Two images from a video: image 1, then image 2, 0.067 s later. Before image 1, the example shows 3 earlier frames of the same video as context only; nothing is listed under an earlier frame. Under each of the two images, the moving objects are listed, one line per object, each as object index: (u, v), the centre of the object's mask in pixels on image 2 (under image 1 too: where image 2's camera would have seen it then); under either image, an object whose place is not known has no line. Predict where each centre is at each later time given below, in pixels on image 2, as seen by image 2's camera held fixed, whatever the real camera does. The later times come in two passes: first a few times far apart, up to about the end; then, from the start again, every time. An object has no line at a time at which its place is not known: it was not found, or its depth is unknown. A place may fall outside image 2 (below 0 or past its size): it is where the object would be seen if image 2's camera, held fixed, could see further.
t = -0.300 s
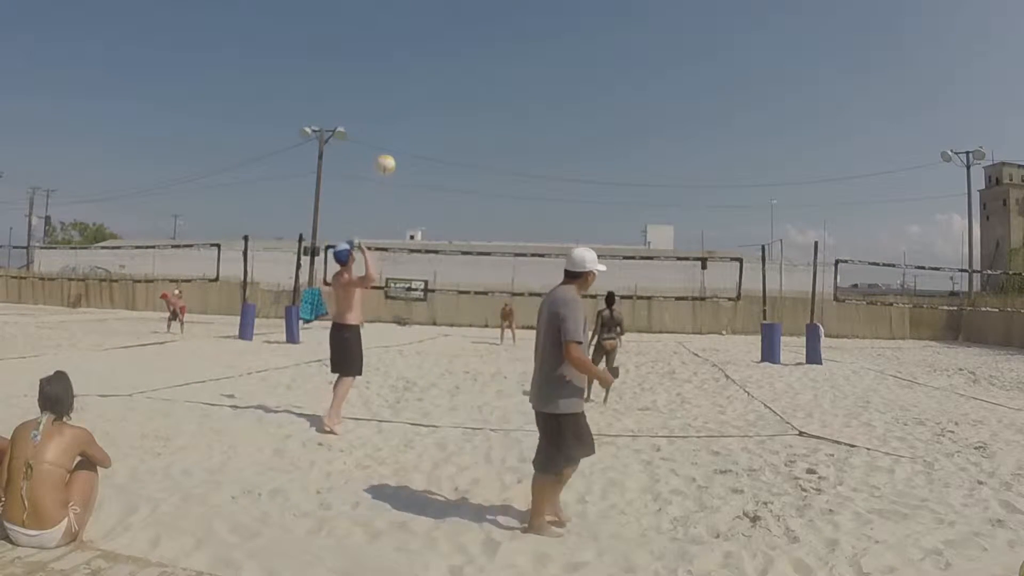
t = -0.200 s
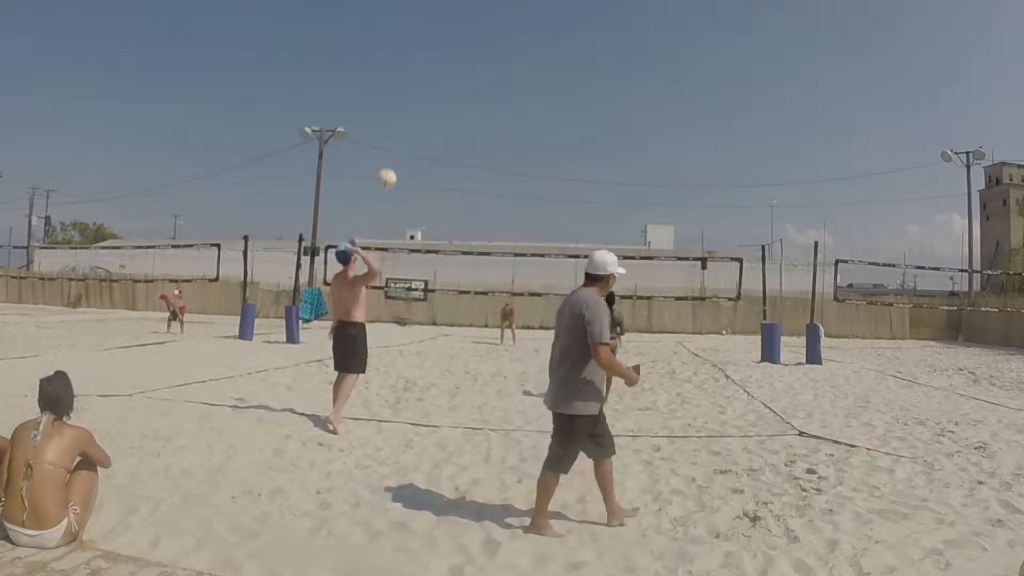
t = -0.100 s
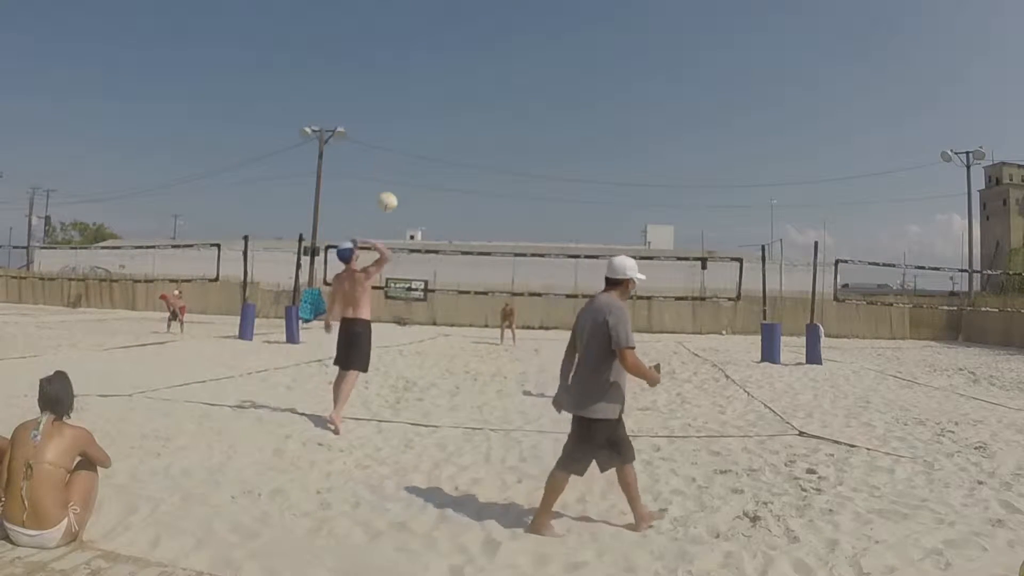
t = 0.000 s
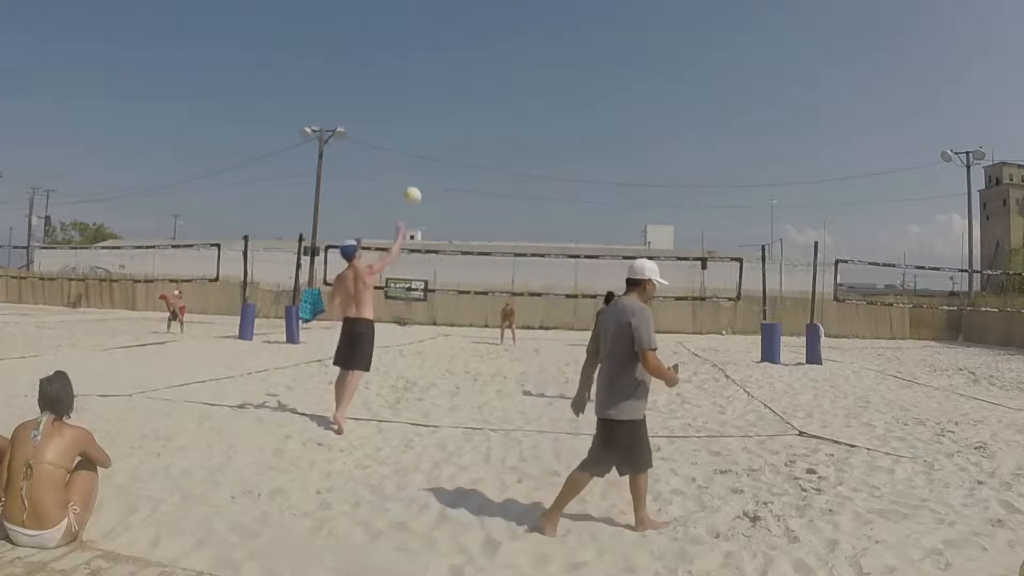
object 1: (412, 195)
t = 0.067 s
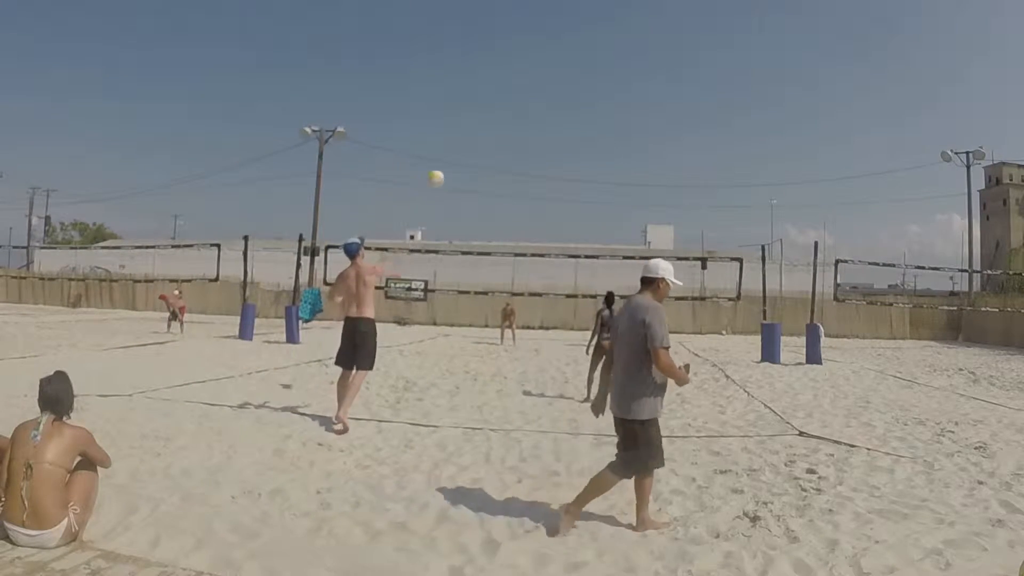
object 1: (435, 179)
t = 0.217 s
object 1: (475, 157)
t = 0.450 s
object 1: (514, 158)
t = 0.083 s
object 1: (441, 176)
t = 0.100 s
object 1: (446, 173)
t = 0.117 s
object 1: (451, 170)
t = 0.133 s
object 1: (455, 167)
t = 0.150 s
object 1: (459, 164)
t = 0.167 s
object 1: (463, 162)
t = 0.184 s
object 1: (467, 160)
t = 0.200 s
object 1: (471, 158)
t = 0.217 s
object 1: (475, 157)
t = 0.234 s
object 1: (478, 156)
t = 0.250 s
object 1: (481, 155)
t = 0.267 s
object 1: (483, 155)
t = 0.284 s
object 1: (487, 155)
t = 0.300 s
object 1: (490, 155)
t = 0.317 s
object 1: (493, 155)
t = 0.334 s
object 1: (496, 155)
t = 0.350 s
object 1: (498, 155)
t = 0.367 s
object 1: (501, 155)
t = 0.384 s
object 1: (503, 156)
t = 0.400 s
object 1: (506, 156)
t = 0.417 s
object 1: (509, 157)
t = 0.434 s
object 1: (511, 157)
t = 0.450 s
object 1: (514, 158)
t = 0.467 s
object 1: (515, 160)
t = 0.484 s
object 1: (518, 161)
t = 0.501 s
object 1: (520, 162)
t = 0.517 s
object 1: (523, 163)
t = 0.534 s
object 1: (525, 165)
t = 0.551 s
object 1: (526, 166)
